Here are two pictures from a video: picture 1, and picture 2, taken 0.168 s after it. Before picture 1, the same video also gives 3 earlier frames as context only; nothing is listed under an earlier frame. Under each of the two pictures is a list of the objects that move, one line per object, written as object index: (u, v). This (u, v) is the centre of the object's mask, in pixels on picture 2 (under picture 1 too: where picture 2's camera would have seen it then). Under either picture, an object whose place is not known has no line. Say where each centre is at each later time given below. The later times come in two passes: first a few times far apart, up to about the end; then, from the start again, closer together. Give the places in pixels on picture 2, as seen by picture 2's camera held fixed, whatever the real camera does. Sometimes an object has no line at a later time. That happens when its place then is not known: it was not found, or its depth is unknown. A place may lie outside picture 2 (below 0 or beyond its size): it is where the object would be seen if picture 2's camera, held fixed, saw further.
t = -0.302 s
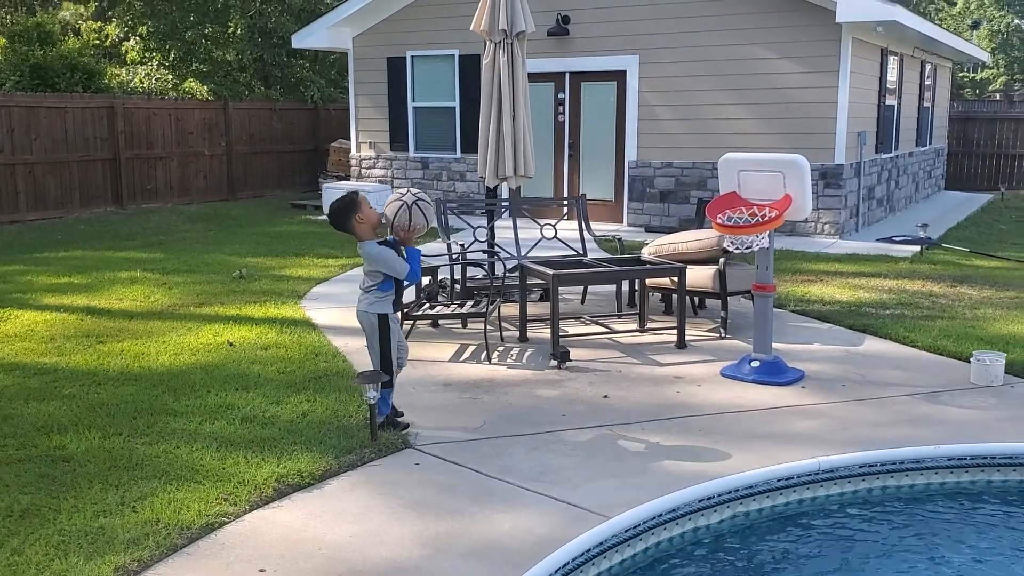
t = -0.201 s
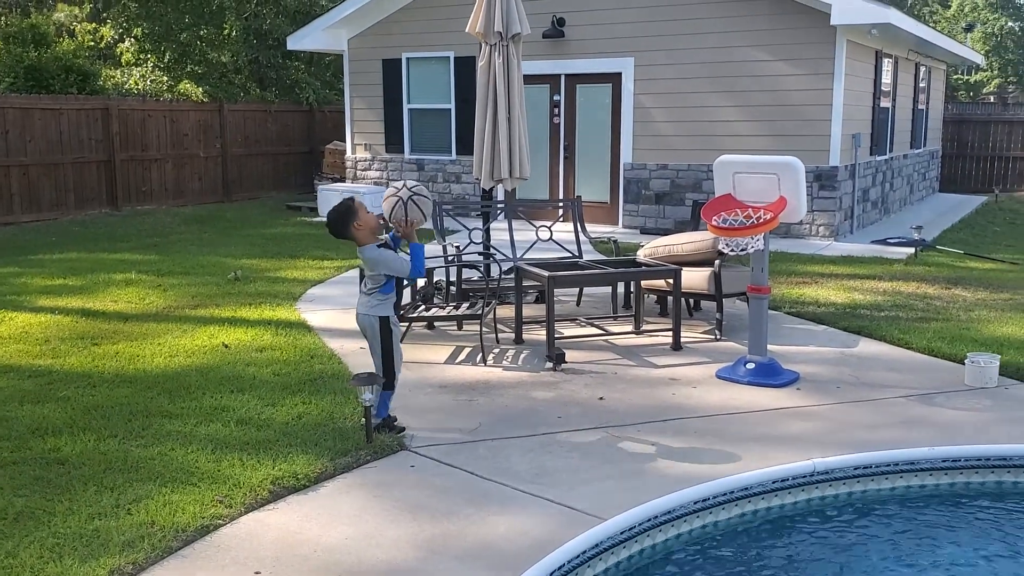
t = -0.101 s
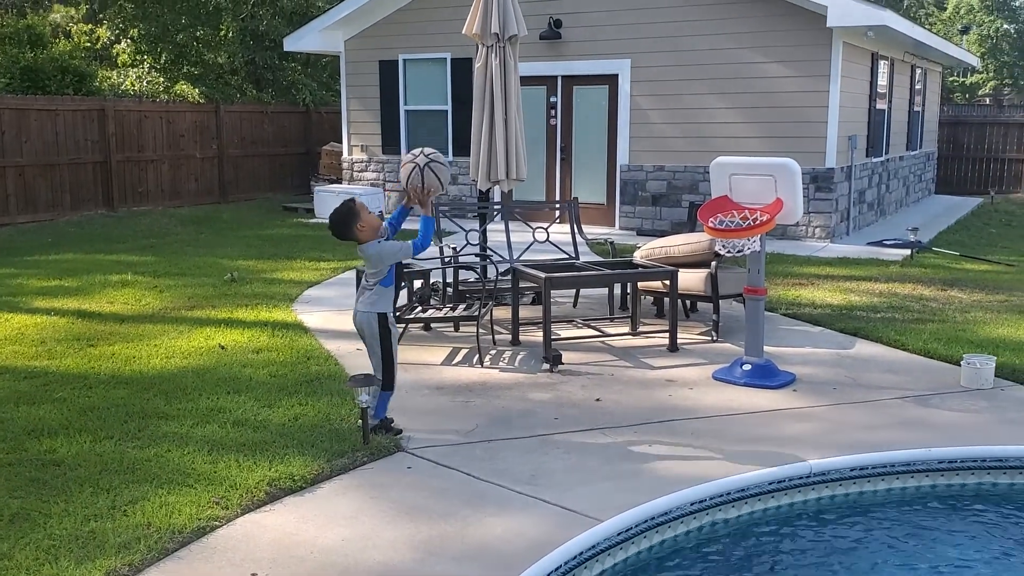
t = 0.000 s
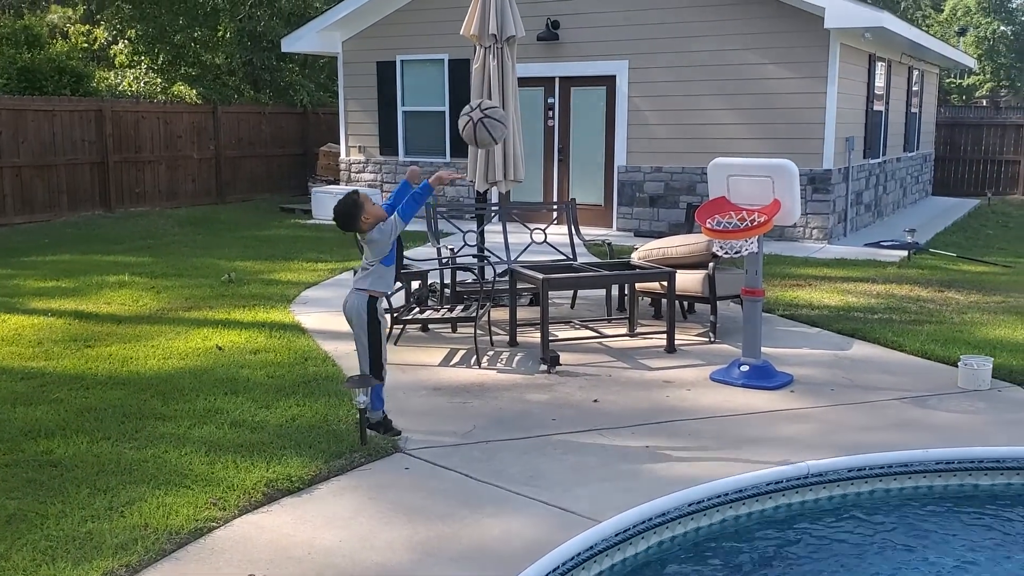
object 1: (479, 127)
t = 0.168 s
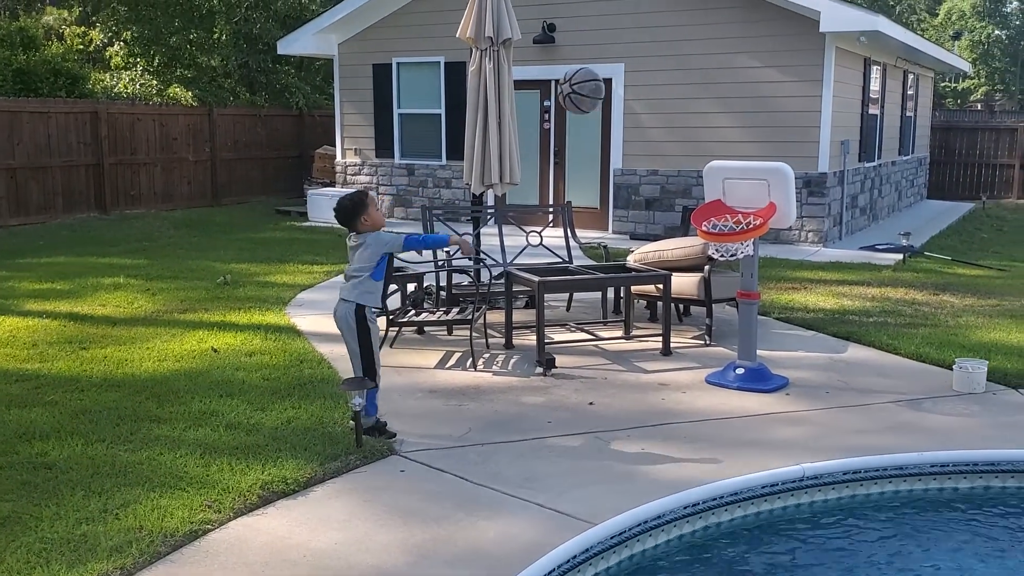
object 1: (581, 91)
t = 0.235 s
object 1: (619, 92)
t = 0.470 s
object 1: (737, 158)
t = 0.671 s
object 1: (753, 206)
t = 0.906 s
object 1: (713, 200)
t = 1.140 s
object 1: (693, 214)
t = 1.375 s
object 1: (701, 230)
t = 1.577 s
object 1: (707, 241)
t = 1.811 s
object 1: (708, 333)
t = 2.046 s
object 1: (709, 383)
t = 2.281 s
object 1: (708, 421)
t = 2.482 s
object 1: (705, 425)
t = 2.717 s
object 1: (703, 429)
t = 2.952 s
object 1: (699, 433)
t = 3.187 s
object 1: (695, 438)
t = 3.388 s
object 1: (691, 442)
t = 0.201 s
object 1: (600, 90)
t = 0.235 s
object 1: (619, 92)
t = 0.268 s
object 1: (637, 95)
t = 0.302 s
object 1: (655, 101)
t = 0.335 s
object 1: (672, 109)
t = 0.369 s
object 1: (689, 118)
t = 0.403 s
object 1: (706, 130)
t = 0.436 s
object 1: (722, 143)
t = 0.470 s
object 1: (737, 158)
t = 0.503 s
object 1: (747, 170)
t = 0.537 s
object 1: (752, 180)
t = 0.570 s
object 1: (758, 192)
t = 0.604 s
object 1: (760, 204)
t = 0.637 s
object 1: (758, 208)
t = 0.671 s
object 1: (753, 206)
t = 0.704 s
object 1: (747, 203)
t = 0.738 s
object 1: (742, 199)
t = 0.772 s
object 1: (736, 198)
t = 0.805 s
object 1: (730, 198)
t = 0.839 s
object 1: (724, 198)
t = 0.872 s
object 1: (718, 199)
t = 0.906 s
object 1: (713, 200)
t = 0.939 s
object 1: (708, 201)
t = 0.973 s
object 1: (703, 204)
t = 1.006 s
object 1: (698, 207)
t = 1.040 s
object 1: (696, 209)
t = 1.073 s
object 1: (694, 210)
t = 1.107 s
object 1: (694, 211)
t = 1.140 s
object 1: (693, 214)
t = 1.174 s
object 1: (693, 217)
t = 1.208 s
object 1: (694, 220)
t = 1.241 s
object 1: (695, 223)
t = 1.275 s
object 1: (696, 225)
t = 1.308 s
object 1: (697, 226)
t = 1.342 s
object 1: (699, 228)
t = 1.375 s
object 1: (701, 230)
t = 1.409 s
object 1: (702, 232)
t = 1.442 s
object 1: (704, 233)
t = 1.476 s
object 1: (704, 233)
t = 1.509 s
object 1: (705, 234)
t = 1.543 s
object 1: (706, 237)
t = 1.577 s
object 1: (707, 241)
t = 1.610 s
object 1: (707, 248)
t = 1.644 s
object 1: (707, 256)
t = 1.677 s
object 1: (707, 267)
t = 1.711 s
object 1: (708, 281)
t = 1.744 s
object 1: (708, 296)
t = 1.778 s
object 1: (708, 313)
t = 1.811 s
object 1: (708, 333)
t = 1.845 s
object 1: (708, 355)
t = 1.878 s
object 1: (709, 380)
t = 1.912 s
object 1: (709, 407)
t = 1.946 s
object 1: (710, 408)
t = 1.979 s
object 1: (709, 398)
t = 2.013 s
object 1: (709, 386)
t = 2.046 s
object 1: (709, 383)
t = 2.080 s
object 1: (709, 382)
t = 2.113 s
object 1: (709, 383)
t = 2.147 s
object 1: (709, 386)
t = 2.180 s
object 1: (709, 392)
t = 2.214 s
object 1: (708, 399)
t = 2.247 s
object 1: (708, 410)
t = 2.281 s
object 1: (708, 421)
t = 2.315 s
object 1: (708, 417)
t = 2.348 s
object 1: (707, 414)
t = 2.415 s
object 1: (706, 416)
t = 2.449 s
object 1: (706, 419)
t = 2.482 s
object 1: (705, 425)
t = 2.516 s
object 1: (705, 423)
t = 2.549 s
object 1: (704, 423)
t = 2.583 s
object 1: (704, 426)
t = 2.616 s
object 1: (704, 426)
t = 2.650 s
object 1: (704, 427)
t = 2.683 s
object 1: (704, 428)
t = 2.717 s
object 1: (703, 429)
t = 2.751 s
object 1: (703, 429)
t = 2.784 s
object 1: (702, 430)
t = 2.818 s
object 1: (702, 431)
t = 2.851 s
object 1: (701, 431)
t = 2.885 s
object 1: (700, 432)
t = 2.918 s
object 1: (700, 432)
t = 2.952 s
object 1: (699, 433)
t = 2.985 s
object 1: (698, 434)
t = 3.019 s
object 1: (698, 435)
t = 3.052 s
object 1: (697, 436)
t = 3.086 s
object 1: (697, 436)
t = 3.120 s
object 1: (696, 437)
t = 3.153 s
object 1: (696, 437)
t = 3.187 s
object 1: (695, 438)
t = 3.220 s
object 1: (694, 438)
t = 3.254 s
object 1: (694, 439)
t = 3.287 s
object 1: (693, 440)
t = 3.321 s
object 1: (693, 440)
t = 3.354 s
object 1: (692, 441)
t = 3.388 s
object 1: (691, 442)
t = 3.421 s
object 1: (691, 442)
